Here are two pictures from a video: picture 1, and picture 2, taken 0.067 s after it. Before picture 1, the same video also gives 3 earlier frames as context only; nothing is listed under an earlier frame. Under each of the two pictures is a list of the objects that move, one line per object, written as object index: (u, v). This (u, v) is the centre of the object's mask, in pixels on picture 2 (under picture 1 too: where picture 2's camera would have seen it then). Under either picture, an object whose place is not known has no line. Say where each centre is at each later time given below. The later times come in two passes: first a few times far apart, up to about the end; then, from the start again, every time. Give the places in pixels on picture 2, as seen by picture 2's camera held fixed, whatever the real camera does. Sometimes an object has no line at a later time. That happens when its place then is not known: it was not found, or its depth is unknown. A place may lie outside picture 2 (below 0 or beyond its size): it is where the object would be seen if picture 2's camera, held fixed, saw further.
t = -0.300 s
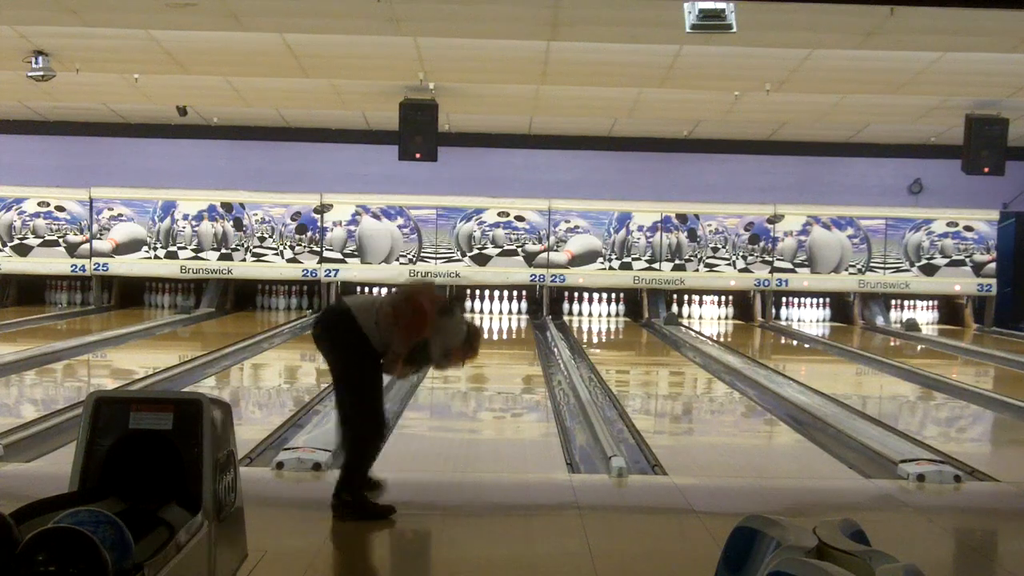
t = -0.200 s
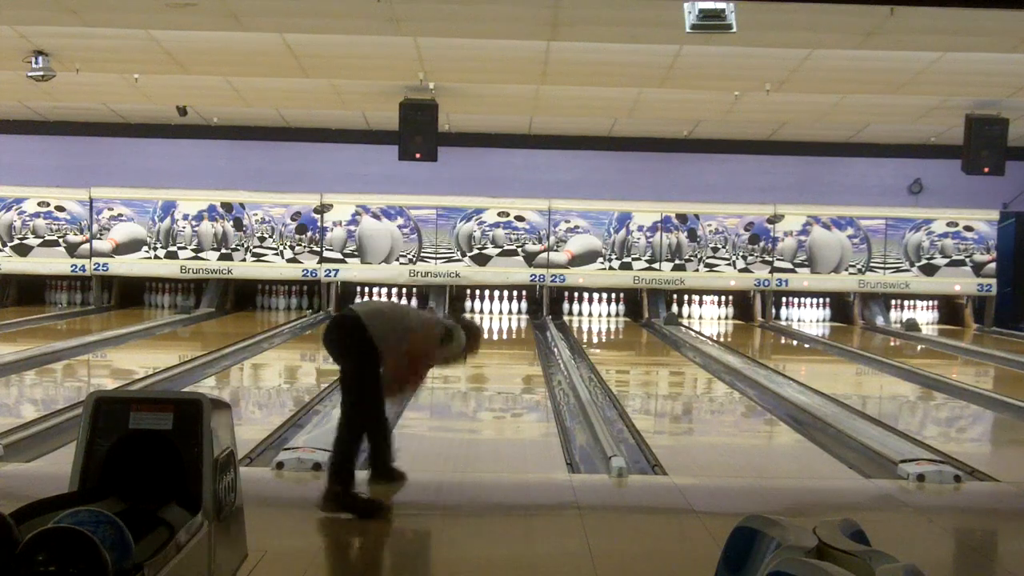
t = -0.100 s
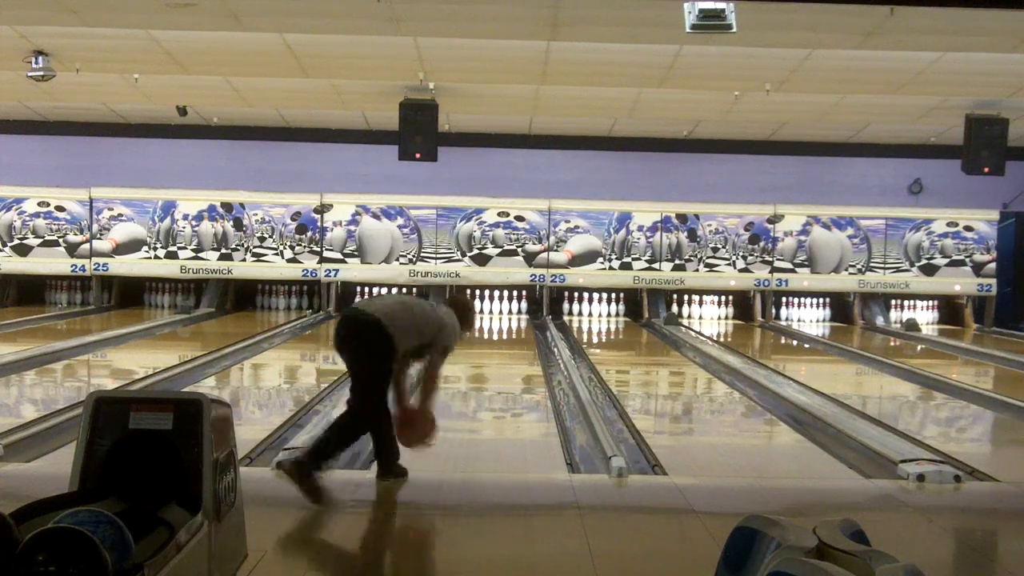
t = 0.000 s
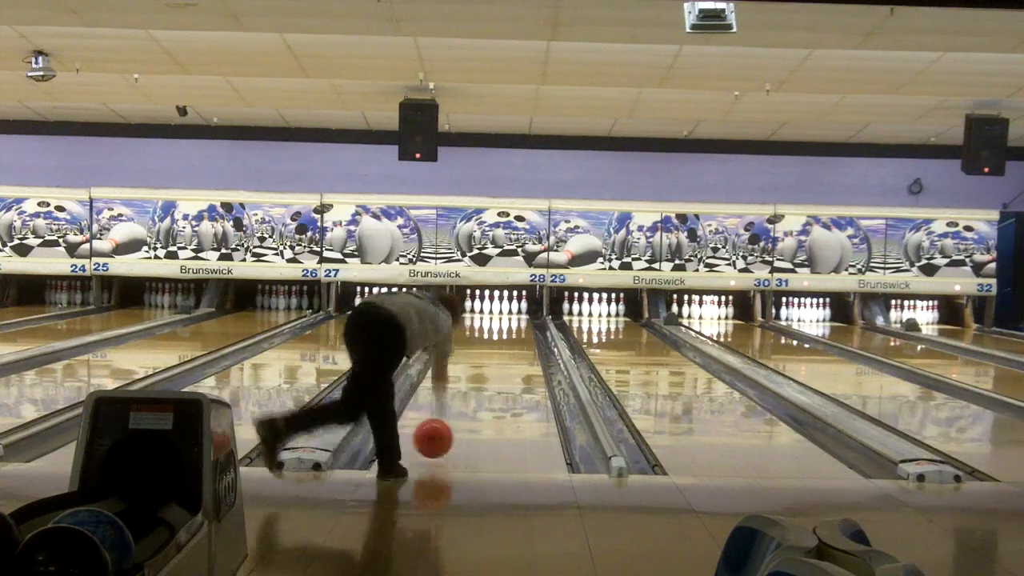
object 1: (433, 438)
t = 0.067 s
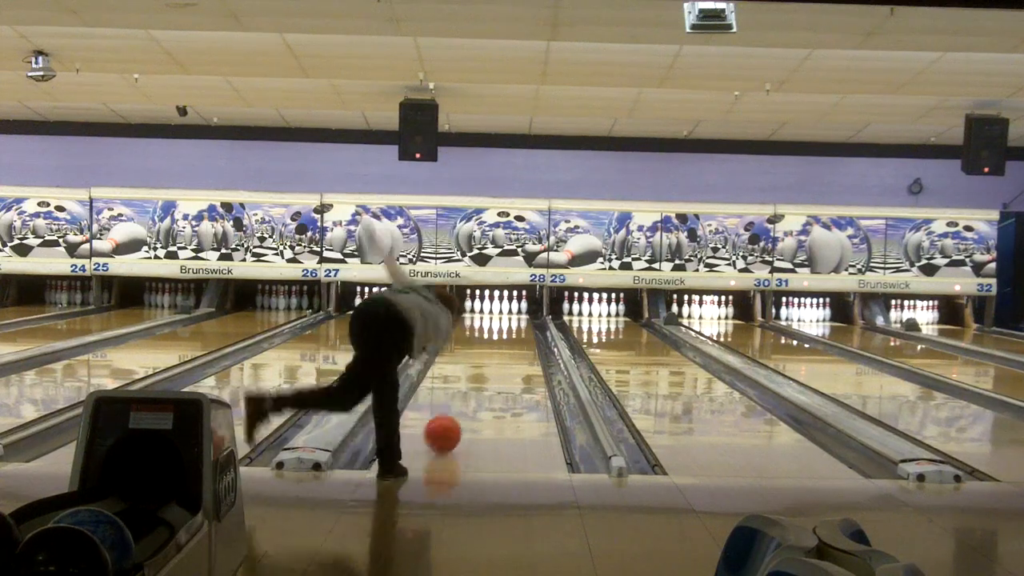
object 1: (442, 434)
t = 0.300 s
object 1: (468, 403)
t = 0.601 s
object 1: (491, 375)
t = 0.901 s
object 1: (505, 356)
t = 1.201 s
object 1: (513, 342)
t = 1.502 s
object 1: (516, 332)
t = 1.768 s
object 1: (516, 324)
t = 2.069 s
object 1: (511, 315)
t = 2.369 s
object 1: (503, 309)
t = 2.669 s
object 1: (506, 306)
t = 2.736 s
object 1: (506, 306)
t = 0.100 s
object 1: (447, 428)
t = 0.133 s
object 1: (451, 424)
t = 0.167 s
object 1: (455, 419)
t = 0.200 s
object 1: (458, 415)
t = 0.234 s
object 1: (462, 411)
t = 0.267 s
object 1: (465, 407)
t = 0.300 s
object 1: (468, 403)
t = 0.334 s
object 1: (472, 399)
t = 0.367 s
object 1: (474, 396)
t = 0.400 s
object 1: (477, 391)
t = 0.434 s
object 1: (480, 389)
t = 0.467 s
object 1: (482, 386)
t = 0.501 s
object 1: (485, 383)
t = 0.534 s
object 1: (487, 380)
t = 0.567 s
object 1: (488, 377)
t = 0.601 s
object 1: (491, 375)
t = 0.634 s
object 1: (493, 373)
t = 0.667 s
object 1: (495, 371)
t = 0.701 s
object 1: (496, 369)
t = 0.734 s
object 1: (498, 366)
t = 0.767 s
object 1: (499, 364)
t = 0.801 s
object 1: (501, 362)
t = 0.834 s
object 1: (502, 361)
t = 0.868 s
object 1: (503, 358)
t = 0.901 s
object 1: (505, 356)
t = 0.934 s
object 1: (506, 355)
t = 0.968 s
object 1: (507, 353)
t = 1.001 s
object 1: (508, 351)
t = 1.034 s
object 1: (508, 350)
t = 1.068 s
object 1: (510, 349)
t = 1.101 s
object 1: (511, 347)
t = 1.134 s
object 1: (512, 345)
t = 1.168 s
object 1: (512, 343)
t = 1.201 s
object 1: (513, 342)
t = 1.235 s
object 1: (514, 341)
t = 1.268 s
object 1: (514, 340)
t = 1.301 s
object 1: (515, 338)
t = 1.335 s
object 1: (515, 337)
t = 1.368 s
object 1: (515, 336)
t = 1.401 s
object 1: (516, 335)
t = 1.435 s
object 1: (516, 334)
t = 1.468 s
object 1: (516, 332)
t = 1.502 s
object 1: (516, 332)
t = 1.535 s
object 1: (516, 331)
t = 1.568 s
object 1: (516, 330)
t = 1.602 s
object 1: (516, 329)
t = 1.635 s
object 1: (516, 327)
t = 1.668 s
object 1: (517, 326)
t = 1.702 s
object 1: (517, 325)
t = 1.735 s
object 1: (516, 325)
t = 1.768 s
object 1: (516, 324)
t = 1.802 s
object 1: (516, 322)
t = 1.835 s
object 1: (516, 322)
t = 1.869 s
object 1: (515, 321)
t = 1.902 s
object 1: (515, 320)
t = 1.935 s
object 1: (514, 319)
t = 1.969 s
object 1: (513, 318)
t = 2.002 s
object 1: (512, 317)
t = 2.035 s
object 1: (512, 317)
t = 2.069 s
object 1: (511, 315)
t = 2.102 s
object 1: (510, 315)
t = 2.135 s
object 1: (509, 314)
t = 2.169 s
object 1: (508, 313)
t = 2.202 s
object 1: (507, 313)
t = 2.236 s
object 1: (506, 313)
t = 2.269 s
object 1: (506, 312)
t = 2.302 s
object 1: (505, 311)
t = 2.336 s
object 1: (504, 310)
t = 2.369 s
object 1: (503, 309)
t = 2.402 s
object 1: (503, 308)
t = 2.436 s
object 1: (503, 308)
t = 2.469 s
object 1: (504, 307)
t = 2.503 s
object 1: (503, 307)
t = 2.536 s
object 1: (504, 307)
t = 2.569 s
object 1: (505, 307)
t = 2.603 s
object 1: (505, 306)
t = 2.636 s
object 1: (506, 306)
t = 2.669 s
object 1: (506, 306)
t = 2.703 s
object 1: (506, 306)
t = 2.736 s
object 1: (506, 306)
